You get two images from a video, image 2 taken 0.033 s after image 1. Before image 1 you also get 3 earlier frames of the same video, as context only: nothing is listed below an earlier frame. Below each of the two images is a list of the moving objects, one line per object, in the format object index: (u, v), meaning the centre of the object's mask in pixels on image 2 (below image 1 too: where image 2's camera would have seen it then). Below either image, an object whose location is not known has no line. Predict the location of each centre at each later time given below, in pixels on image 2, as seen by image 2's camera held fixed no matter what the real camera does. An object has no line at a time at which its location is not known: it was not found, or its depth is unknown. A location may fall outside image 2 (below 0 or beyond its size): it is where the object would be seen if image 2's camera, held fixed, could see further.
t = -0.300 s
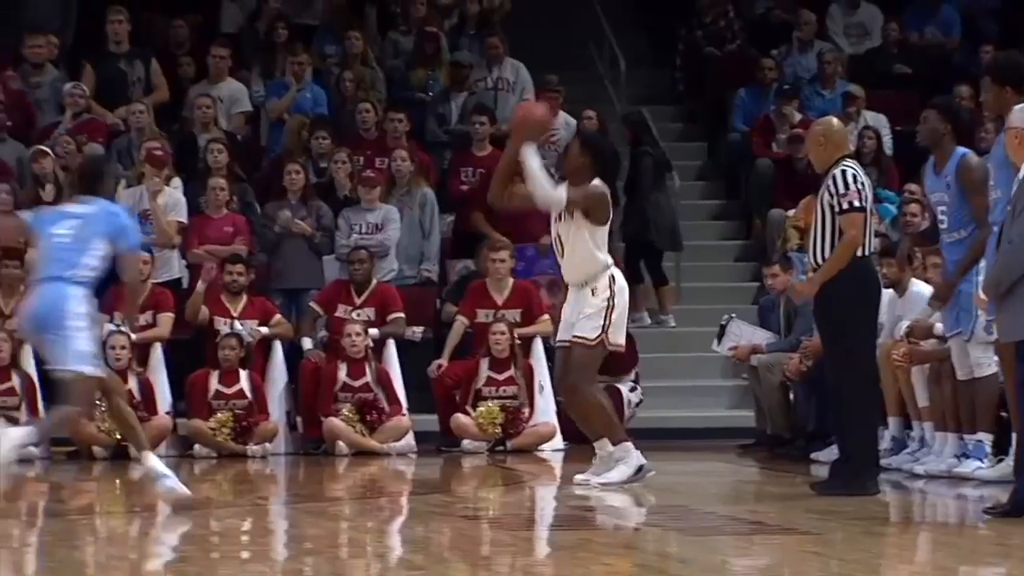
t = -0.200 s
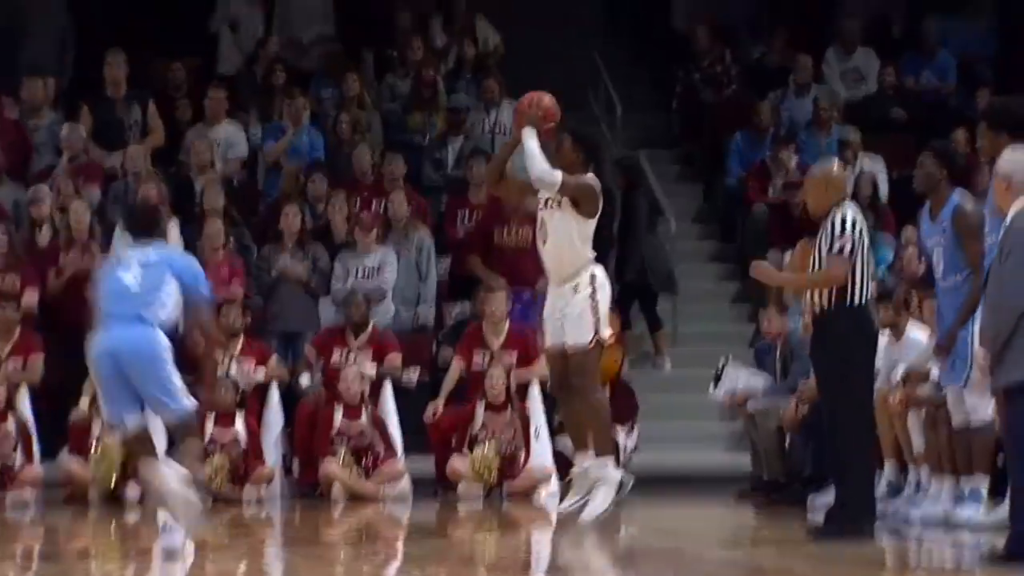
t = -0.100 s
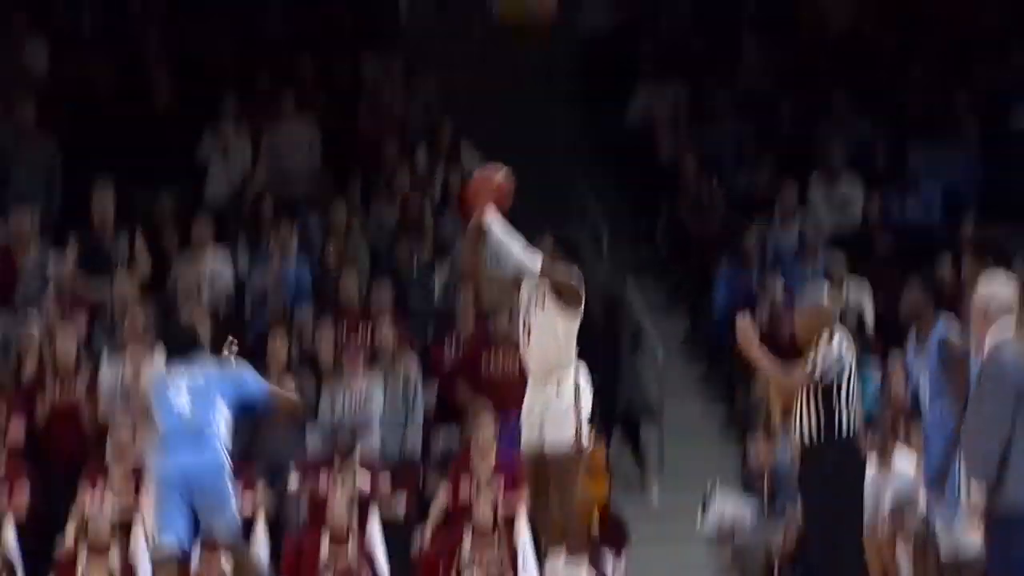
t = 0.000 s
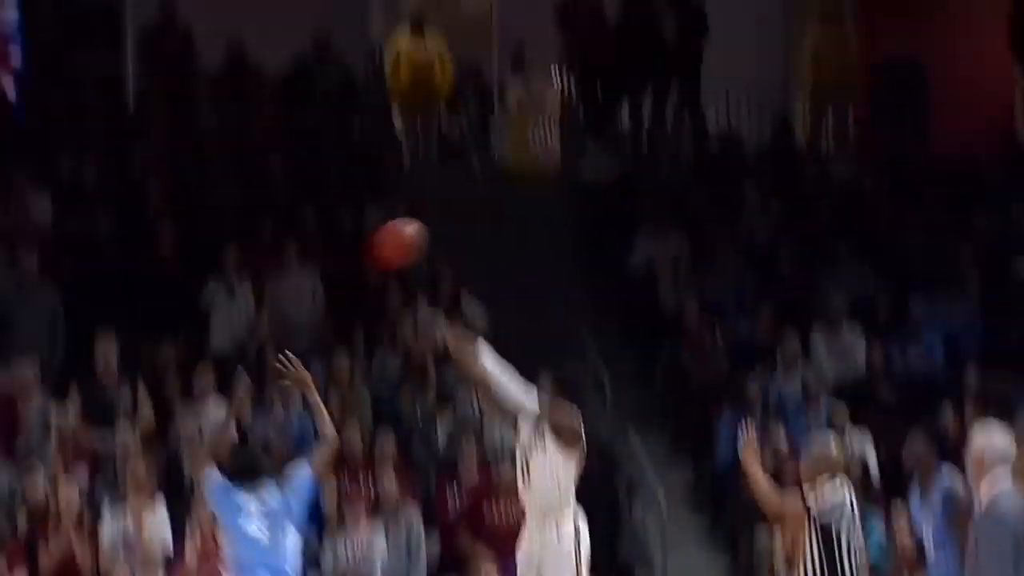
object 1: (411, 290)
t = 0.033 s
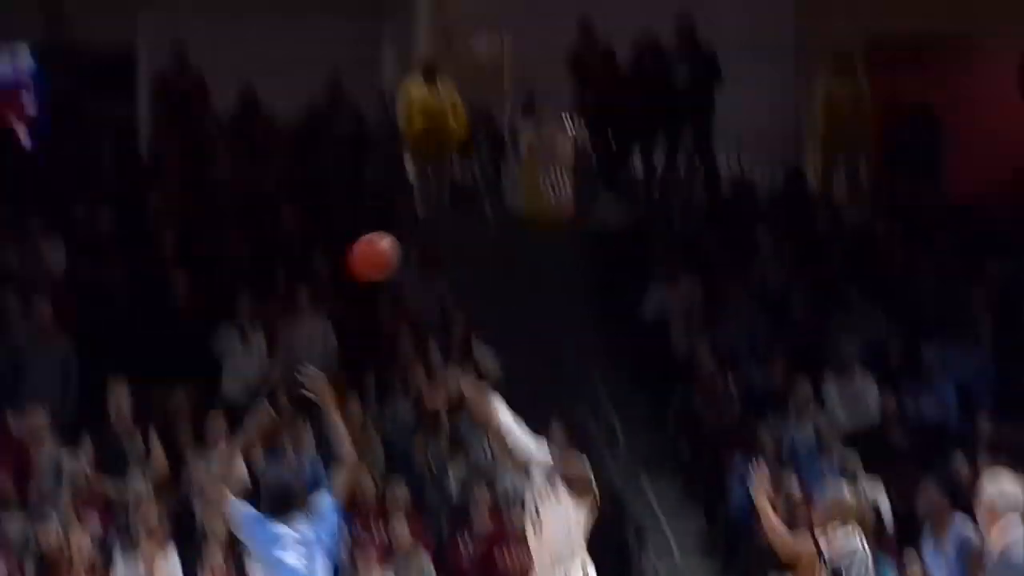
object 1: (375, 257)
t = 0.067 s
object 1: (336, 226)
